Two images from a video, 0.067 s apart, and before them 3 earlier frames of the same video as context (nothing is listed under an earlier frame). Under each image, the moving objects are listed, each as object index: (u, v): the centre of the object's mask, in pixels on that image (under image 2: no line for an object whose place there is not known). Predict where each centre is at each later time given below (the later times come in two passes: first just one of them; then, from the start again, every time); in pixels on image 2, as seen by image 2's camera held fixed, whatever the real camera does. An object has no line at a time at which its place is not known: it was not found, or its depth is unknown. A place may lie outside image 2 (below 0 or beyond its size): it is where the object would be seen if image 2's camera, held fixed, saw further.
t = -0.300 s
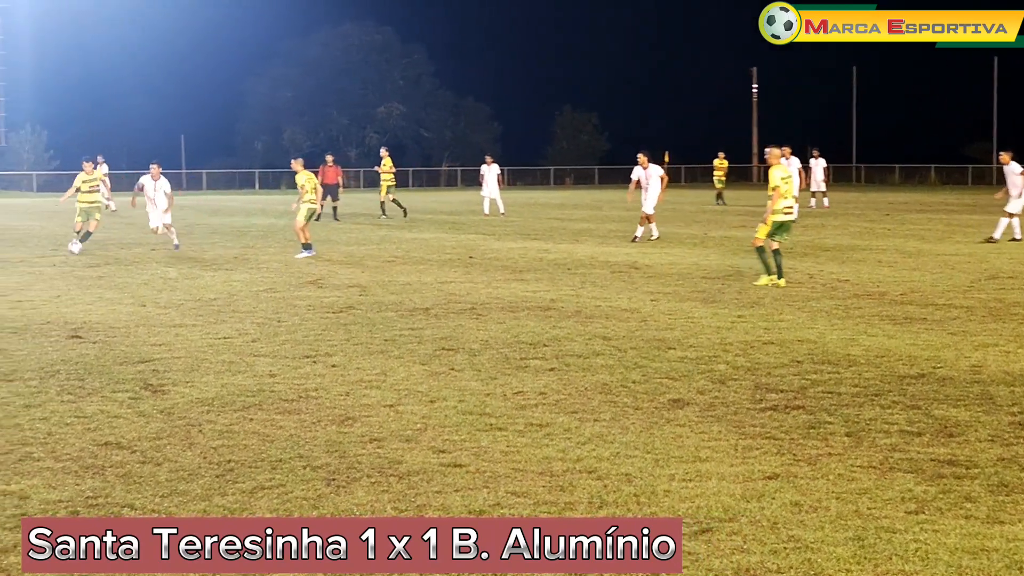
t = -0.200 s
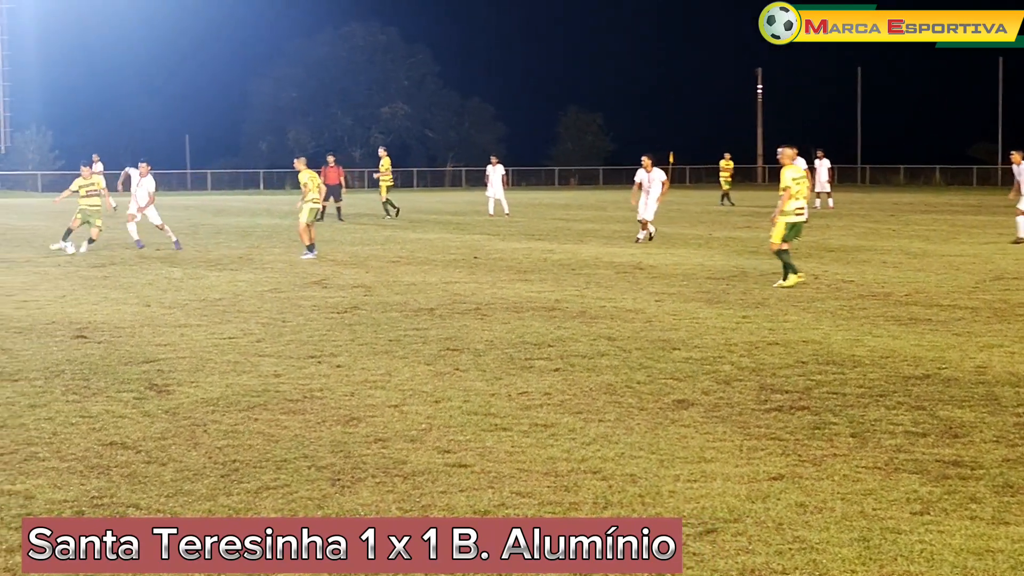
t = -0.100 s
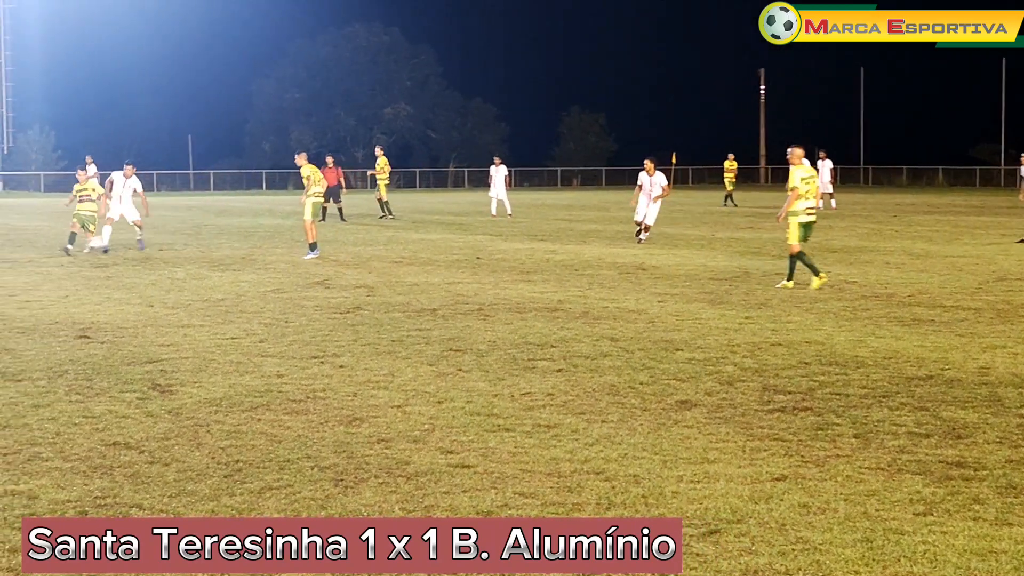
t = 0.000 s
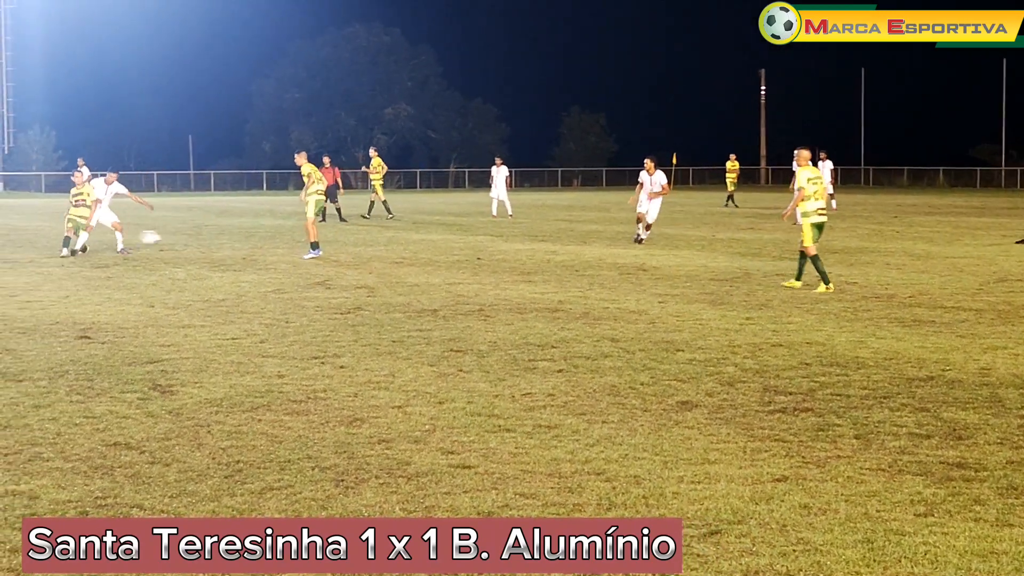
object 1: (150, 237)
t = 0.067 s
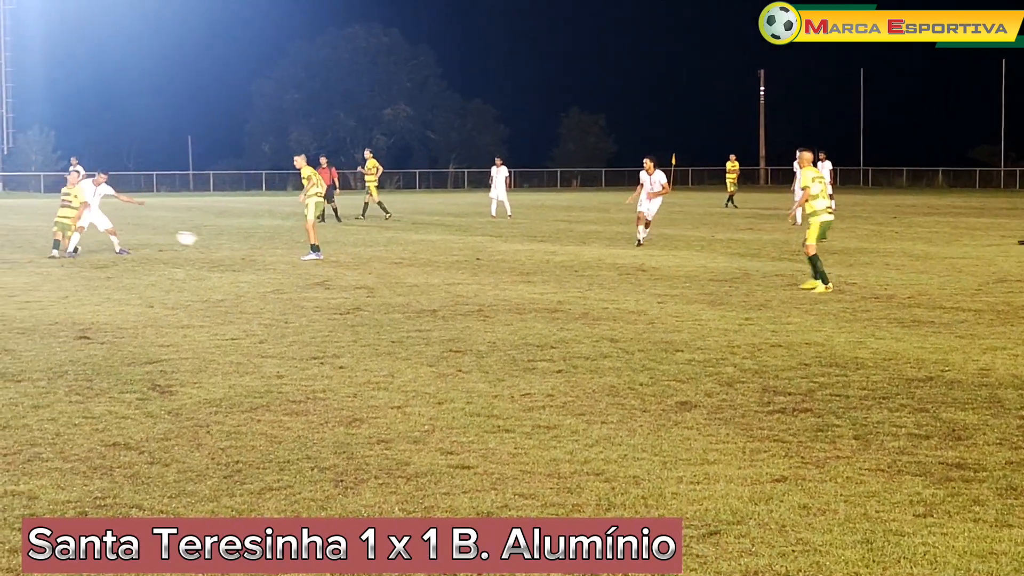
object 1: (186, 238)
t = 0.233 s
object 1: (288, 256)
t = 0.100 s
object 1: (205, 240)
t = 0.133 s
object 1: (225, 242)
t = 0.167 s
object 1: (246, 246)
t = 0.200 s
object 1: (266, 251)
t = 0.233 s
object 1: (288, 256)
